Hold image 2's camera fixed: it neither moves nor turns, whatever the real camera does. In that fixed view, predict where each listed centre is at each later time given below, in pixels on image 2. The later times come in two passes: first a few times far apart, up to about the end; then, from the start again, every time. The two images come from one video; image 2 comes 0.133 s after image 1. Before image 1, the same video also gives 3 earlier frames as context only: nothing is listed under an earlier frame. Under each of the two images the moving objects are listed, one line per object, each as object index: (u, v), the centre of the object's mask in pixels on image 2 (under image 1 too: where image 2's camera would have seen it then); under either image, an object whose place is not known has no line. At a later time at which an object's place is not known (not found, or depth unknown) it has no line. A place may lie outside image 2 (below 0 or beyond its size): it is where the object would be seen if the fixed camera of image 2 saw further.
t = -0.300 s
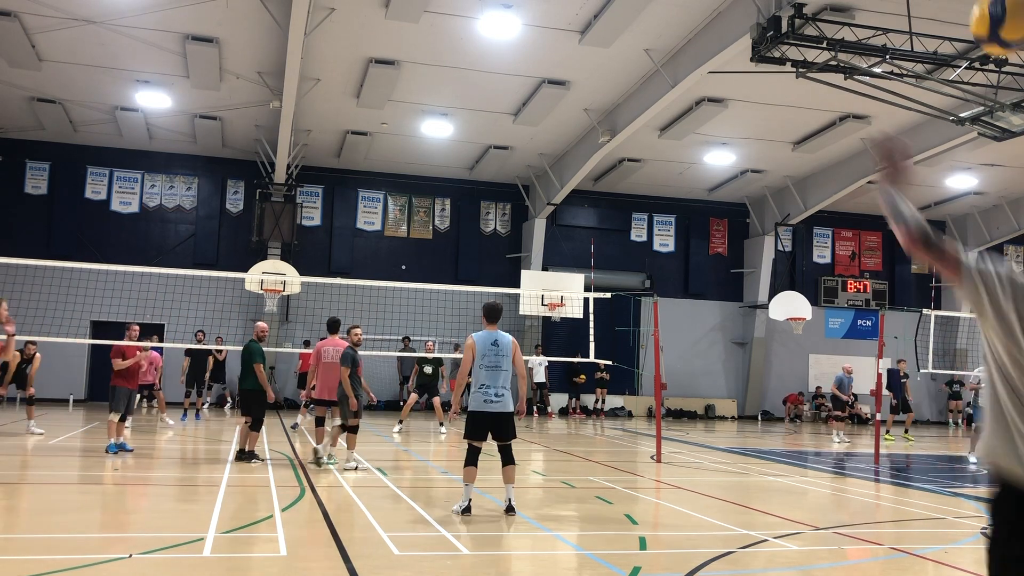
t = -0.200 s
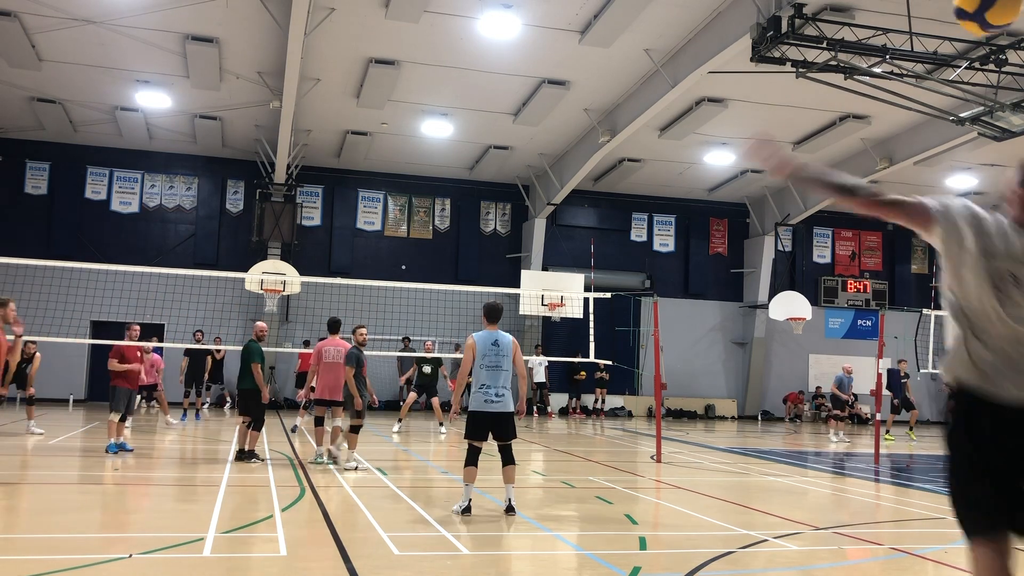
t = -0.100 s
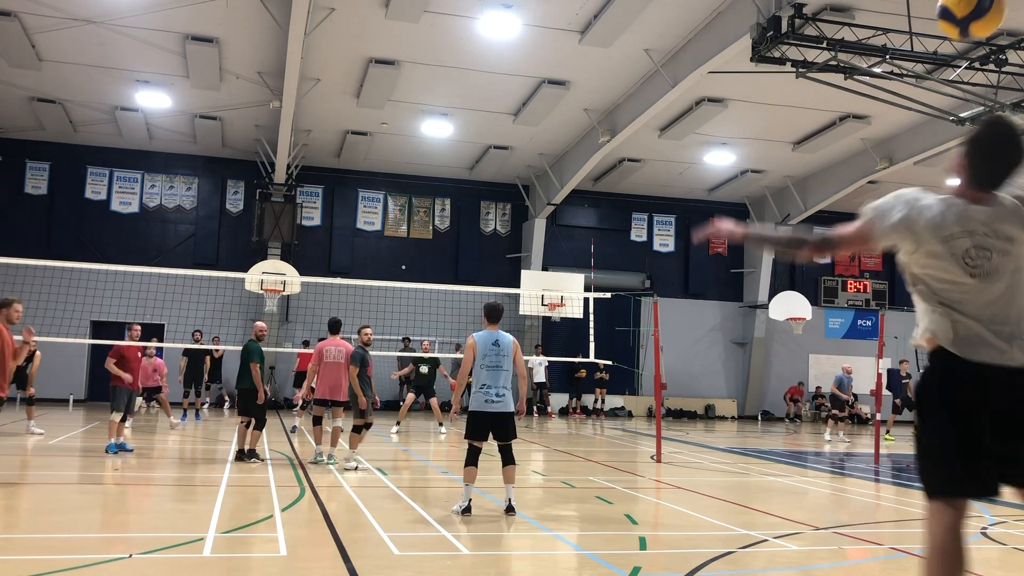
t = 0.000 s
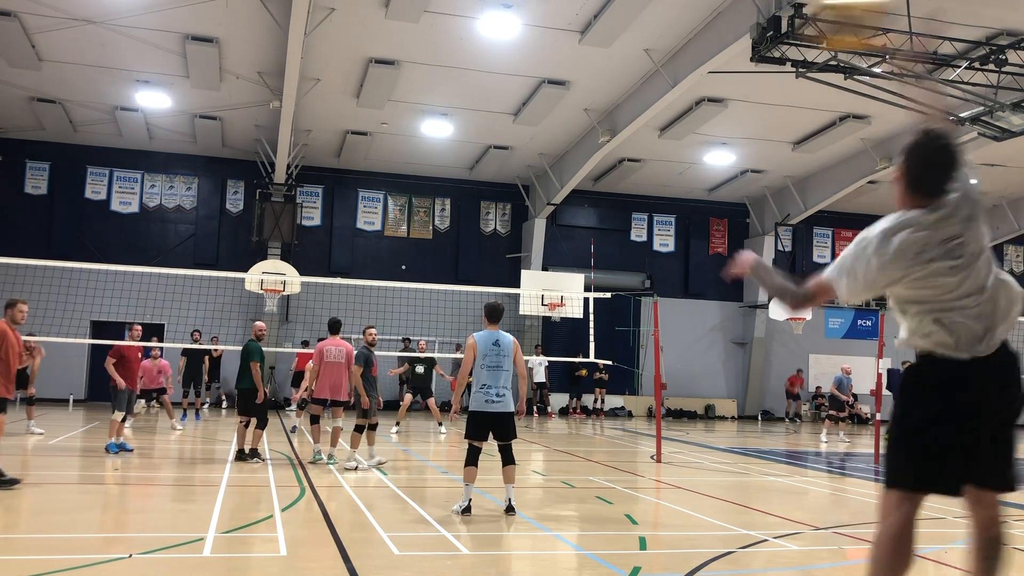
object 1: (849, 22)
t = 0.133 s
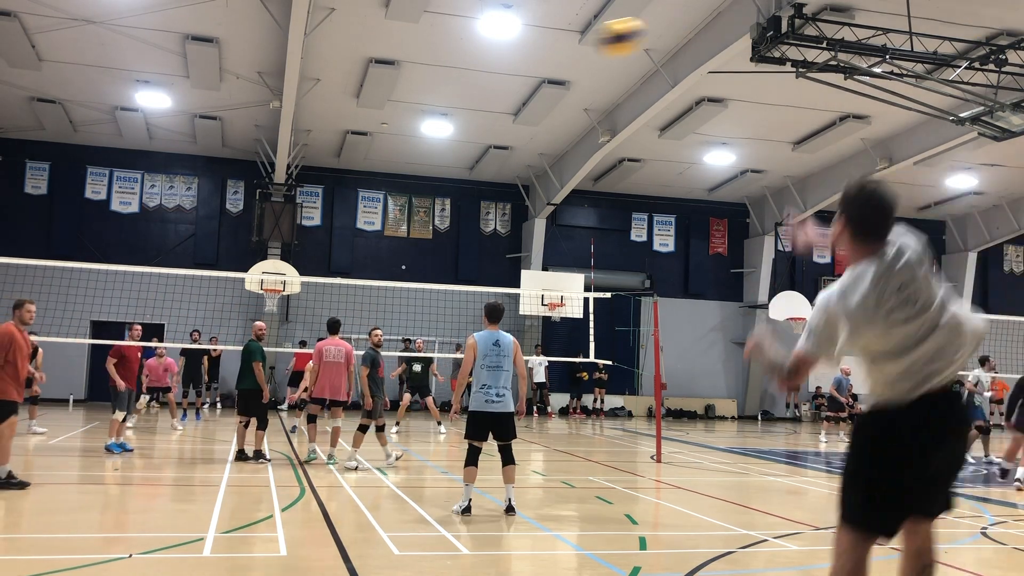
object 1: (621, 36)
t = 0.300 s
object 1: (493, 75)
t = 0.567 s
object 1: (395, 145)
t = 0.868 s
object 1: (342, 230)
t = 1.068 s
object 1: (318, 292)
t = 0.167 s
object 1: (587, 42)
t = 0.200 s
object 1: (558, 49)
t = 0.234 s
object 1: (534, 58)
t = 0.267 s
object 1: (512, 66)
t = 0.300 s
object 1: (493, 75)
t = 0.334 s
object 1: (475, 84)
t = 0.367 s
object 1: (460, 92)
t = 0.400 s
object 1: (446, 100)
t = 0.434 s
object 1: (433, 108)
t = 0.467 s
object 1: (422, 115)
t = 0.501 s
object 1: (411, 126)
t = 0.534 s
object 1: (403, 135)
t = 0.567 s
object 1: (395, 145)
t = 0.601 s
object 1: (387, 154)
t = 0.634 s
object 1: (381, 163)
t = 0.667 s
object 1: (374, 173)
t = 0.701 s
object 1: (368, 181)
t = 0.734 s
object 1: (362, 190)
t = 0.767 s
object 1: (356, 200)
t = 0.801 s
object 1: (351, 210)
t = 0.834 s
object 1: (347, 220)
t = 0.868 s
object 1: (342, 230)
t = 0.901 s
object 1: (338, 240)
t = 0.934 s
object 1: (334, 251)
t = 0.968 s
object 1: (330, 261)
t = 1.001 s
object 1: (326, 271)
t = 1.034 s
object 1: (322, 283)
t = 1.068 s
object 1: (318, 292)
